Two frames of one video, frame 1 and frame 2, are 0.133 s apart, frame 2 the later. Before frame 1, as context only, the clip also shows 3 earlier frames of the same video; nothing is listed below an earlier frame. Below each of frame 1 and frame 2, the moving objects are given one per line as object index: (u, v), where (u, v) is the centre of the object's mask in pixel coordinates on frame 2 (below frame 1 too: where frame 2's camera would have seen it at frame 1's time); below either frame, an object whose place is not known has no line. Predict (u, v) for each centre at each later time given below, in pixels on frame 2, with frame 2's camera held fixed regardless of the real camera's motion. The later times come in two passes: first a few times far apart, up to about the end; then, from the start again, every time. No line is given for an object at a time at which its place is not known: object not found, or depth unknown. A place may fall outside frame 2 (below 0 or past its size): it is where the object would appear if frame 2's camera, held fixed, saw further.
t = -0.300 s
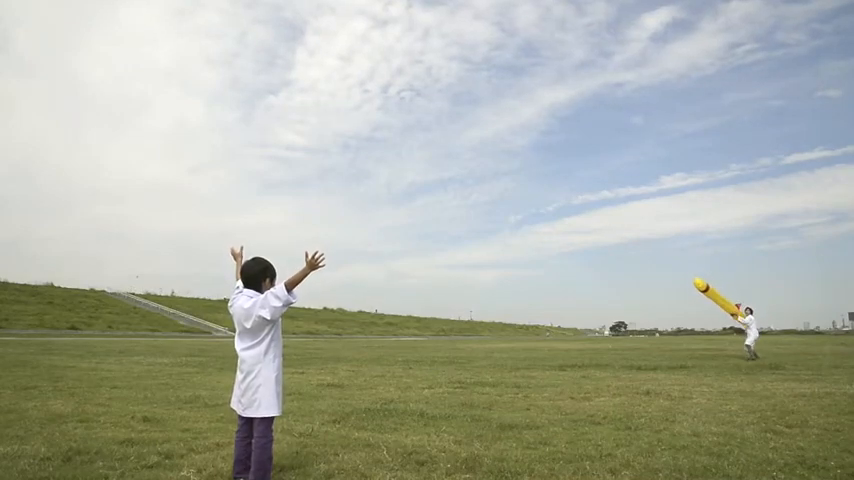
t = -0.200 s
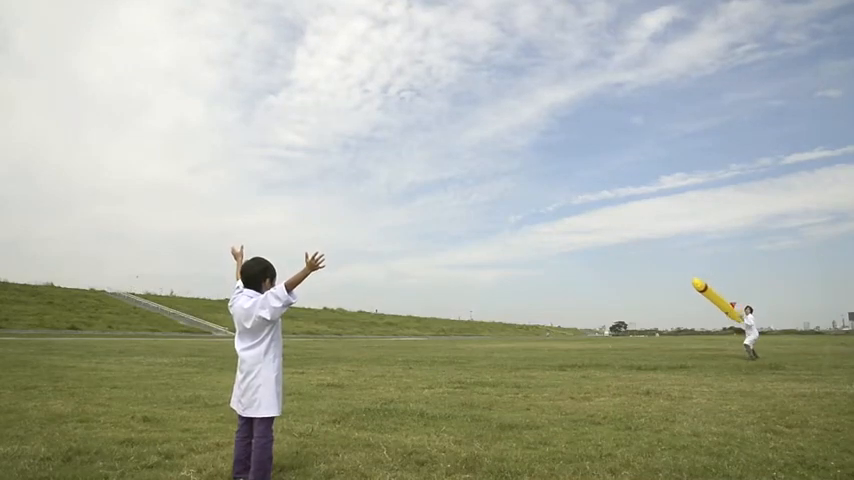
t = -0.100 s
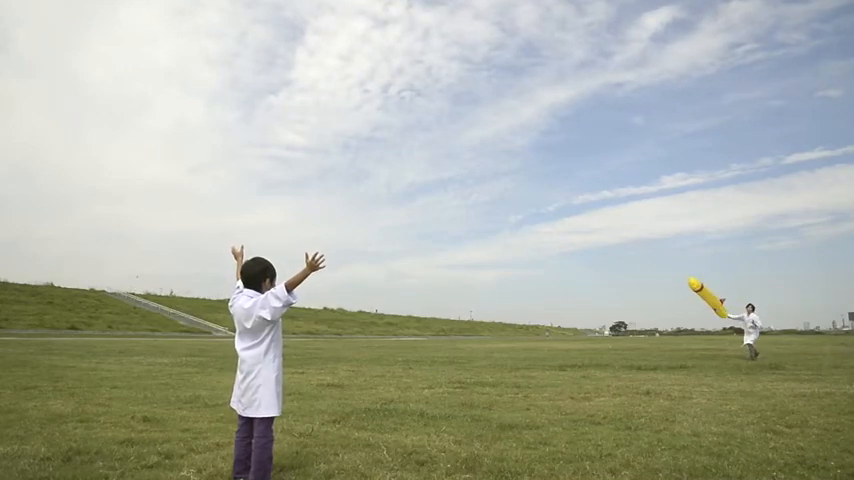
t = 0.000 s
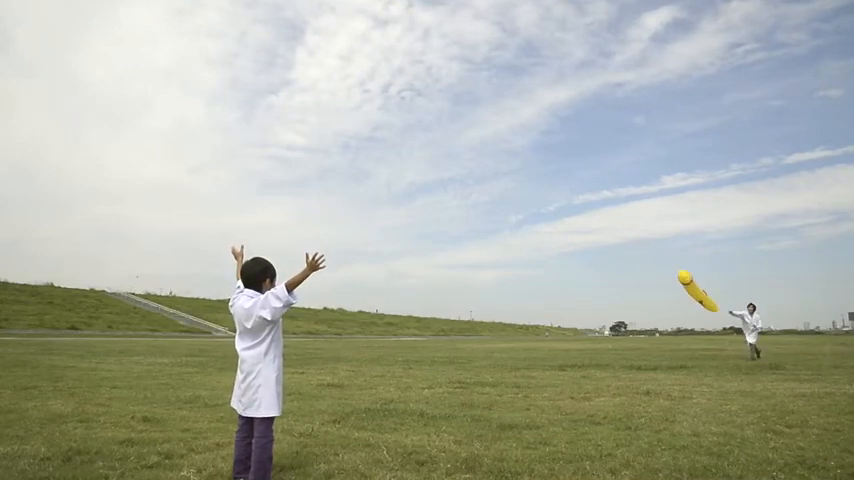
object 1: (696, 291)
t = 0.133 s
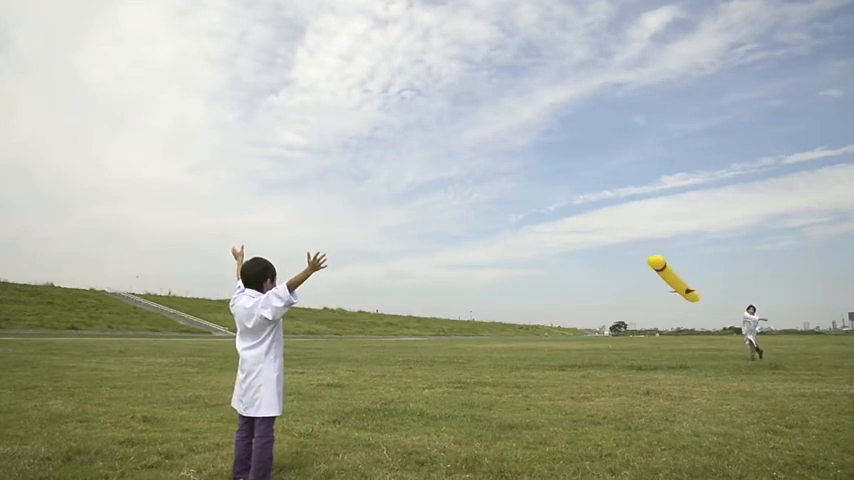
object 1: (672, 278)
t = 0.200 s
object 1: (657, 271)
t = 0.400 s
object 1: (607, 254)
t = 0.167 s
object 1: (666, 275)
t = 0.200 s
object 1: (657, 271)
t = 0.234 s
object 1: (650, 268)
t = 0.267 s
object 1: (643, 266)
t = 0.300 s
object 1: (635, 263)
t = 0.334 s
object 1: (625, 259)
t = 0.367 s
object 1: (617, 257)
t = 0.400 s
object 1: (607, 254)
